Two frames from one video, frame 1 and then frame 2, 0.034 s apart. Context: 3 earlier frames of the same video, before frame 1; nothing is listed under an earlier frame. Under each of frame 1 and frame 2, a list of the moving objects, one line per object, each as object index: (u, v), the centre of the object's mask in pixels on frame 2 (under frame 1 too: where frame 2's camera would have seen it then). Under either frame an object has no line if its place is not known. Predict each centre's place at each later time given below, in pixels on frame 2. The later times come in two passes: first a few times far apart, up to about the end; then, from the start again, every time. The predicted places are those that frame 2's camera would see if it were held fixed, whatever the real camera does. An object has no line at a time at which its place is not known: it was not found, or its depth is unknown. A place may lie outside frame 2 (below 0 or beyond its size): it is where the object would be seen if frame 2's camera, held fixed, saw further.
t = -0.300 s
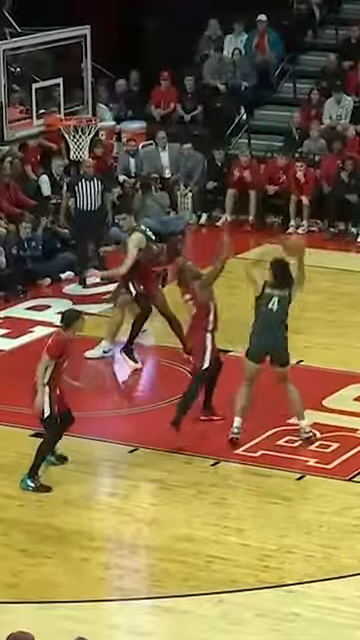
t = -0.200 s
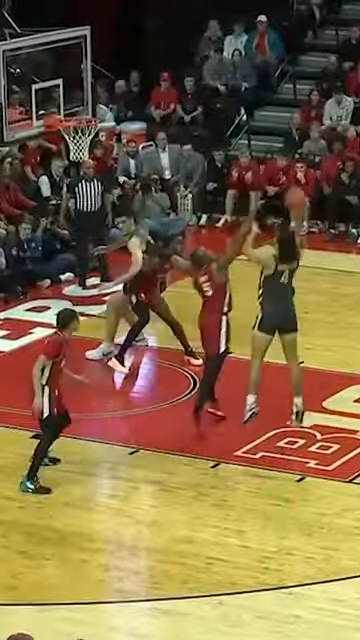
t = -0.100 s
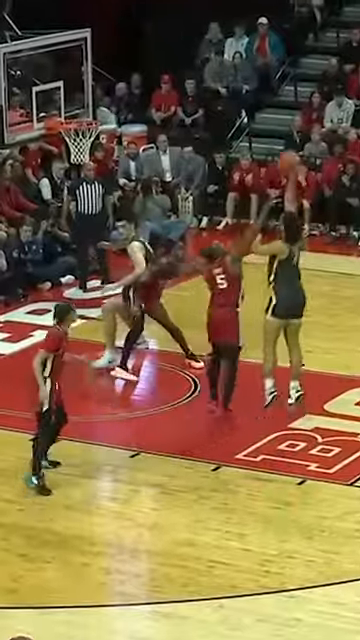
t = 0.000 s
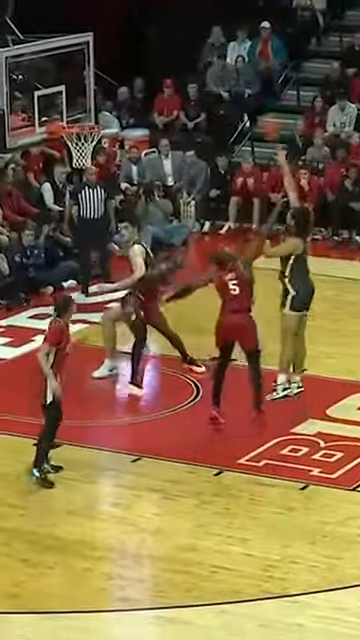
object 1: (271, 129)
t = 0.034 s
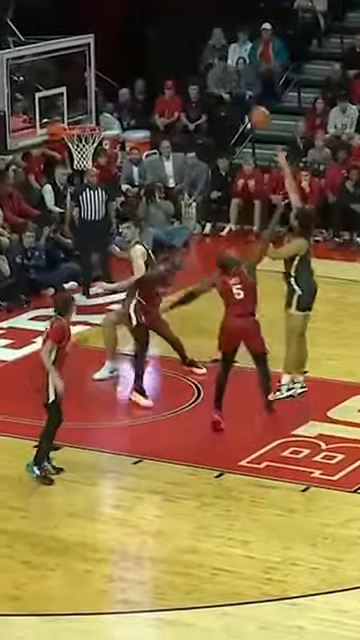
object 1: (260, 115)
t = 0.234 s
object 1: (203, 70)
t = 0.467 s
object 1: (139, 64)
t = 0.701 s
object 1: (79, 106)
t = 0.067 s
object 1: (250, 106)
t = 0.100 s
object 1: (241, 98)
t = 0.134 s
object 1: (231, 89)
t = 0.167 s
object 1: (221, 81)
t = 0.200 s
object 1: (212, 76)
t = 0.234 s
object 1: (203, 70)
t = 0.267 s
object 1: (193, 67)
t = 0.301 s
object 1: (183, 63)
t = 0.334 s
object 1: (175, 61)
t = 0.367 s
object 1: (166, 61)
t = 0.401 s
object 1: (156, 61)
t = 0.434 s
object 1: (148, 62)
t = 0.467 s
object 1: (139, 64)
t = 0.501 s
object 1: (131, 67)
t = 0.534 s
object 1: (122, 72)
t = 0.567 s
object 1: (113, 77)
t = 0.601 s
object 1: (106, 83)
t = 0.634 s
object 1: (99, 89)
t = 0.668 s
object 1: (87, 99)
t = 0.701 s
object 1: (79, 106)
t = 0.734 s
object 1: (74, 115)
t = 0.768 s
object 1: (74, 104)
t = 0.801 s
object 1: (73, 93)
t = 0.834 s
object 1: (72, 83)
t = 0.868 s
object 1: (71, 75)
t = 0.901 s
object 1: (71, 68)
